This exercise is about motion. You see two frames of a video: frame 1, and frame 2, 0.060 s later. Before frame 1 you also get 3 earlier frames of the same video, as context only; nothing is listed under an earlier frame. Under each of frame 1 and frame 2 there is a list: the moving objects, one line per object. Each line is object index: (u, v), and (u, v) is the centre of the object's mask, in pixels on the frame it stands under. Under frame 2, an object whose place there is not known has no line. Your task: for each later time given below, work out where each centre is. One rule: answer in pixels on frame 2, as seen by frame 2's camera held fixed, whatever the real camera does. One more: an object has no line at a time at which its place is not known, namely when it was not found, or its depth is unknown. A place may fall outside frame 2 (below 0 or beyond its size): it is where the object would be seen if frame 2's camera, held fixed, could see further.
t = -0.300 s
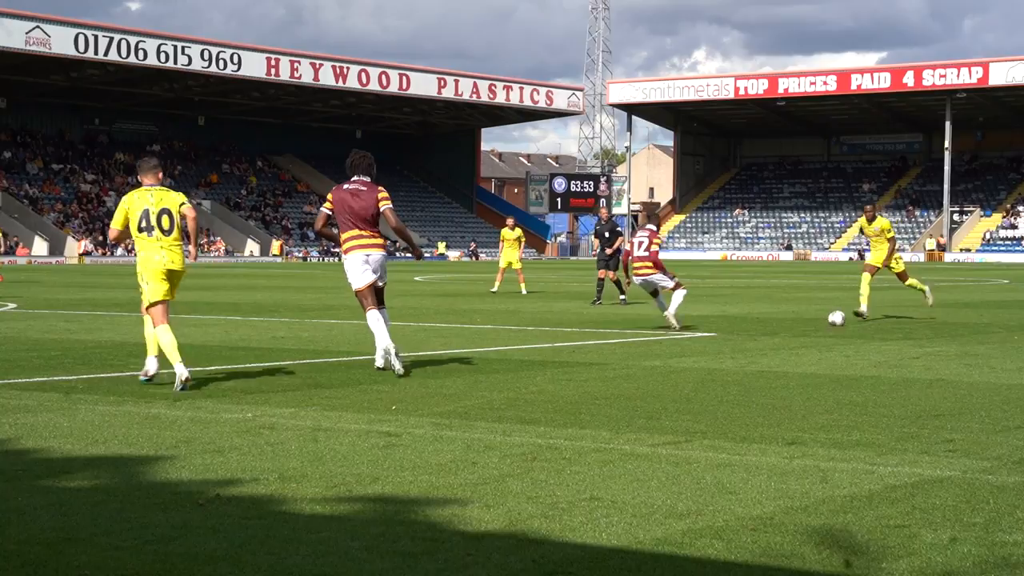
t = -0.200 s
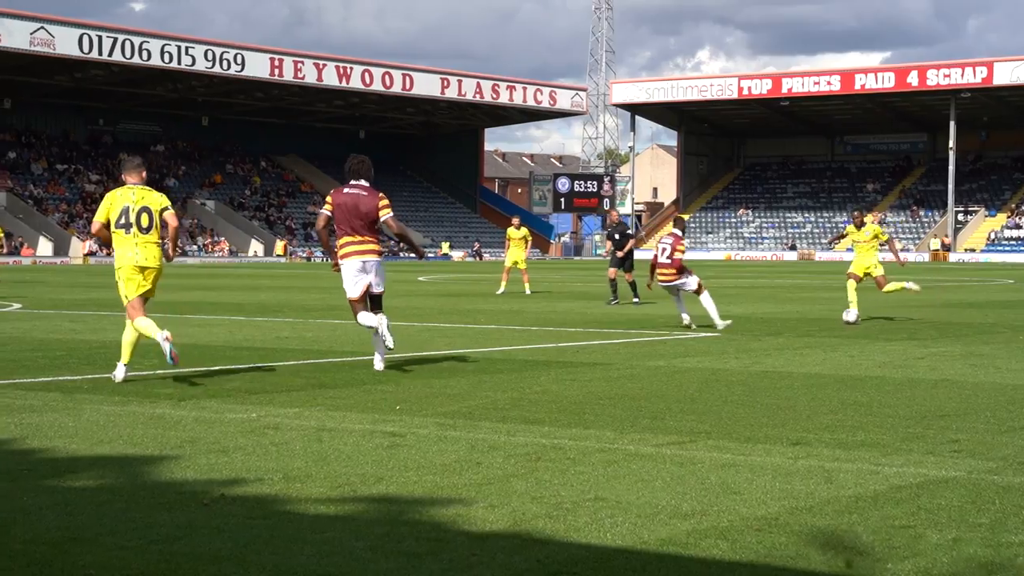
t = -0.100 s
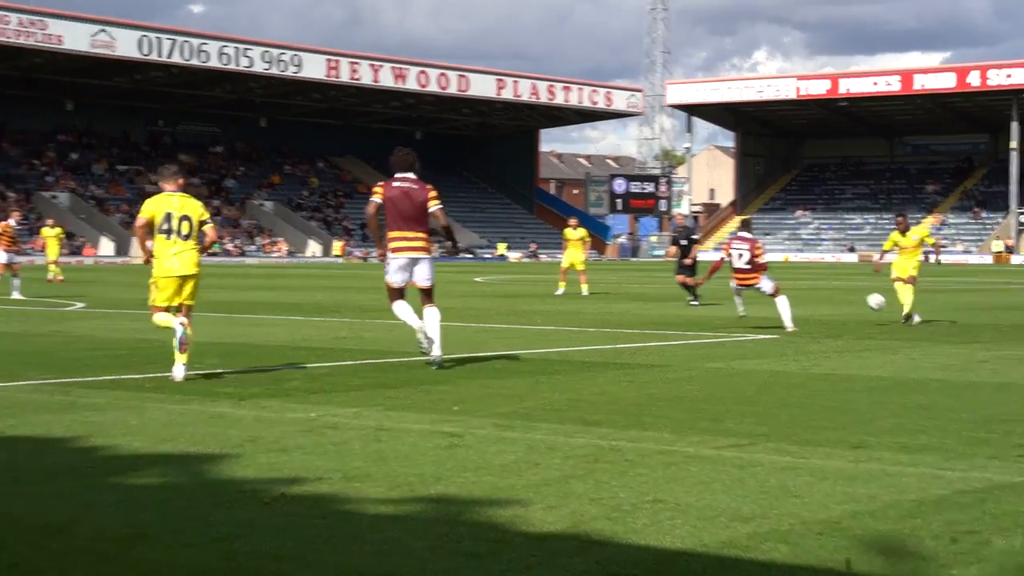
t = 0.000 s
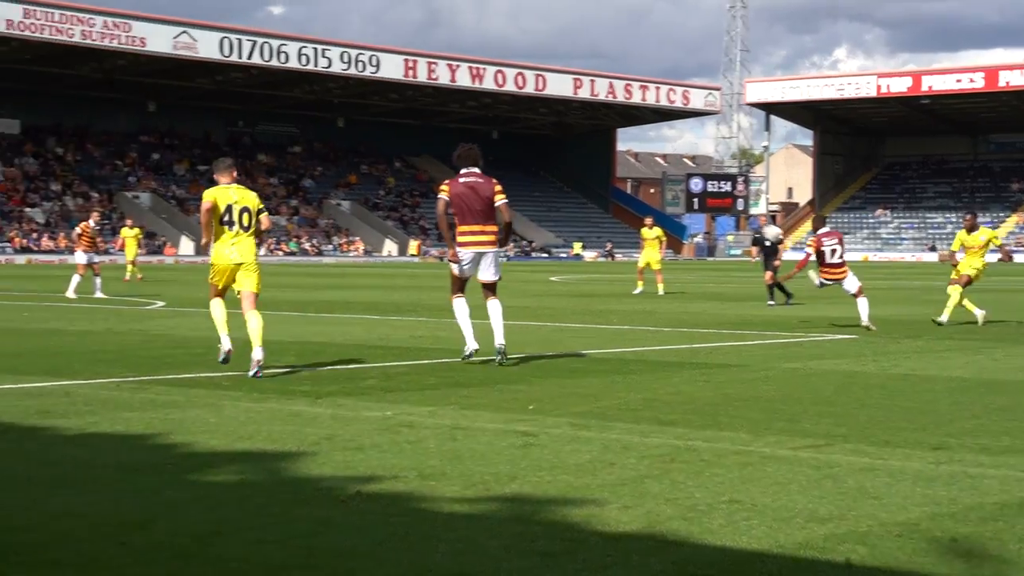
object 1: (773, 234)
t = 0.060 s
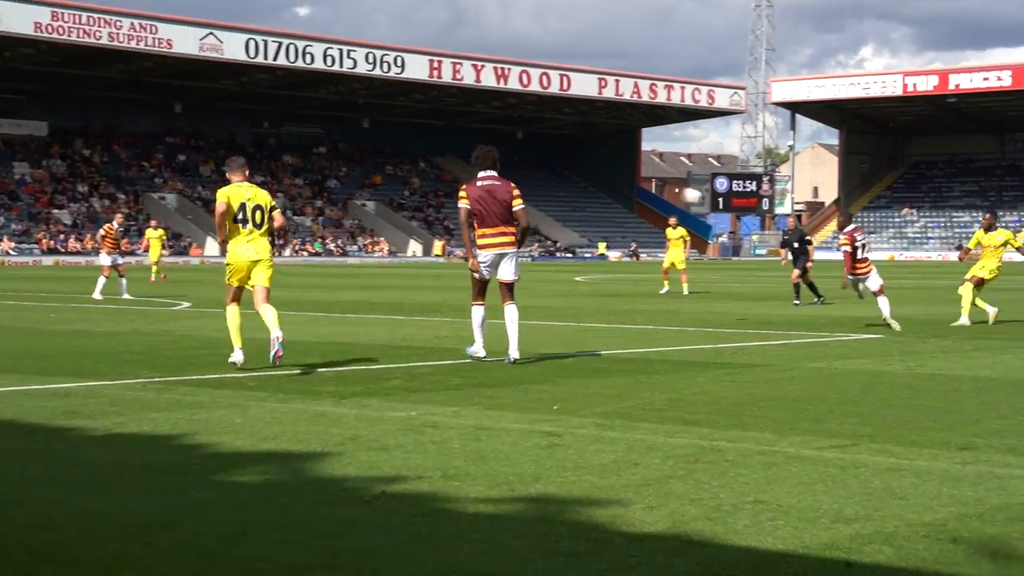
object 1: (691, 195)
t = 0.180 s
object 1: (489, 135)
